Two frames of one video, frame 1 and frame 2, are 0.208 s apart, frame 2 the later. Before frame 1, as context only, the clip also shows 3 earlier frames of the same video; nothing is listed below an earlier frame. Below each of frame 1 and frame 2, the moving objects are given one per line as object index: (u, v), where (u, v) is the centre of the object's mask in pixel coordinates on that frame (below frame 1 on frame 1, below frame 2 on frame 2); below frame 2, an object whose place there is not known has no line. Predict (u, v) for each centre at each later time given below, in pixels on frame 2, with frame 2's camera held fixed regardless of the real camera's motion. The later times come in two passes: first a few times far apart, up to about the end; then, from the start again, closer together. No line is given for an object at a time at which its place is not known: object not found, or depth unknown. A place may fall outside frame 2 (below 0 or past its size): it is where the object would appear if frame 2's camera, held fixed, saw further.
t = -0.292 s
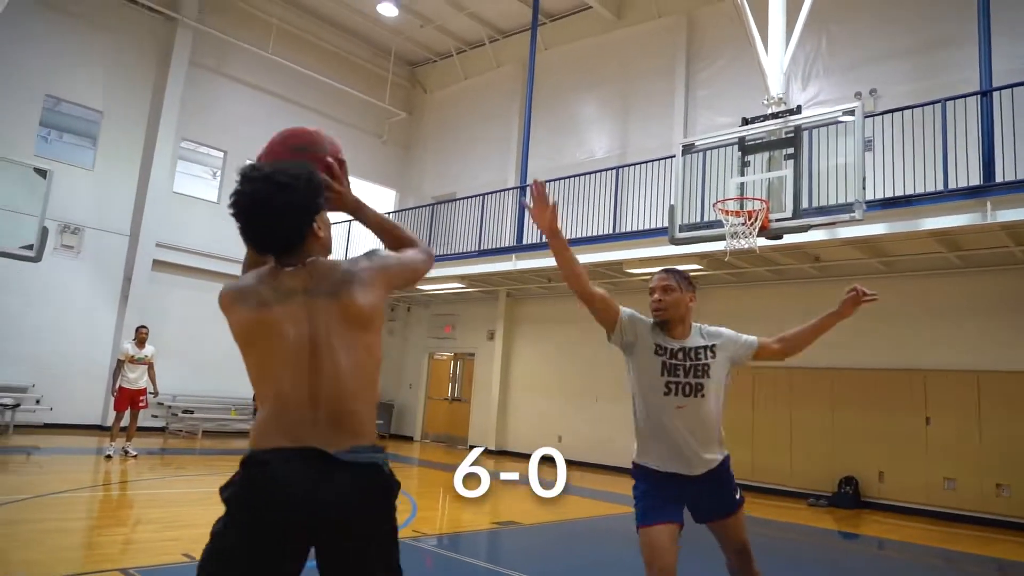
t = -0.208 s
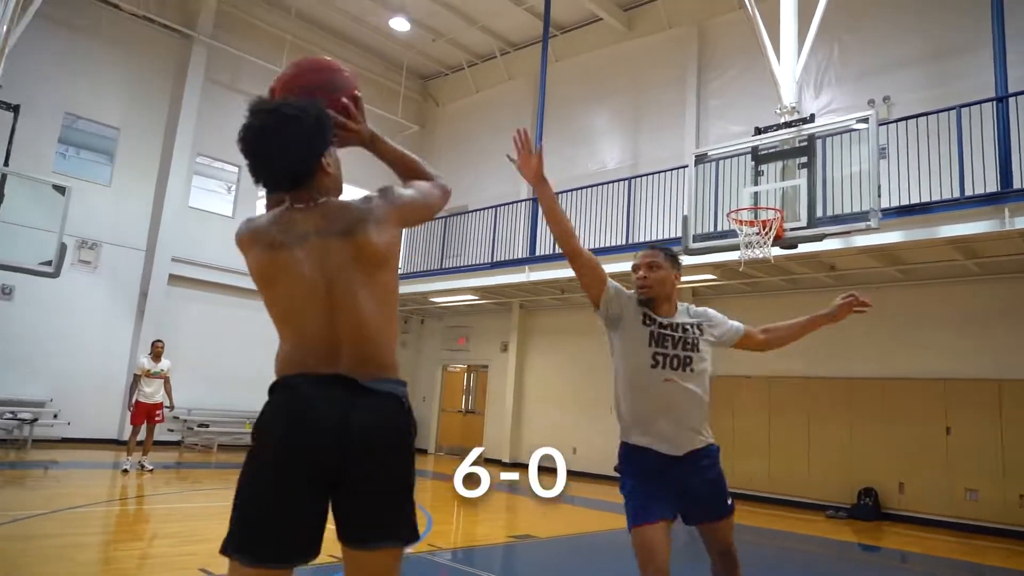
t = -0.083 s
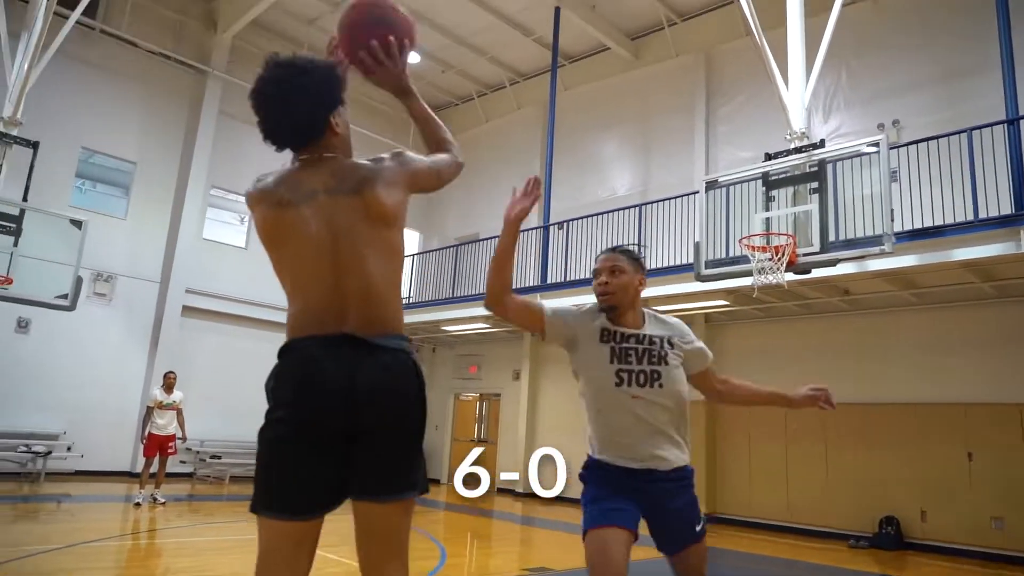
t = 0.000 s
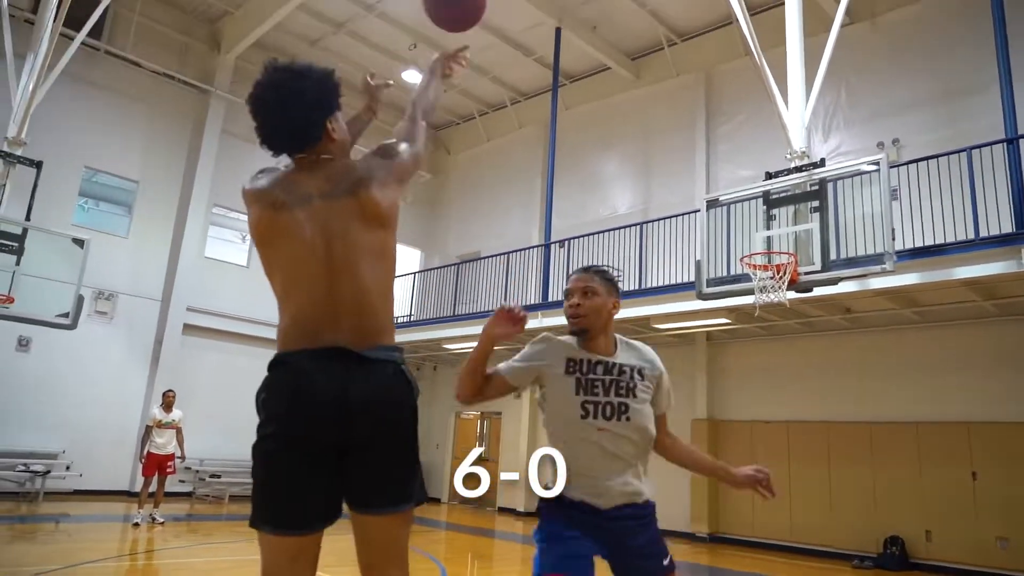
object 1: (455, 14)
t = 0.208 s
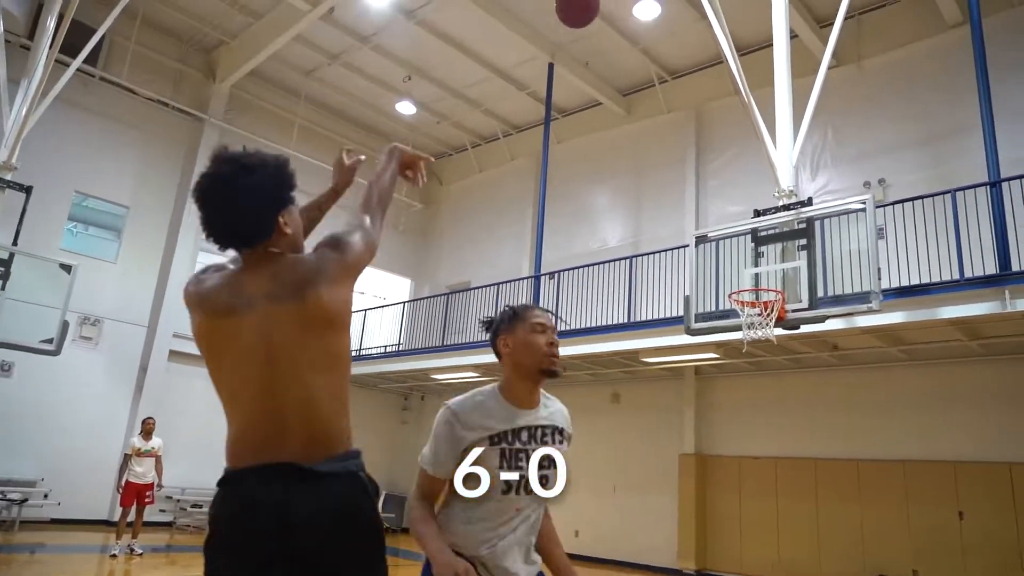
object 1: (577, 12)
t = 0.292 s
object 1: (609, 13)
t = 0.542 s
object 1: (674, 78)
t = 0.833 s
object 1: (727, 200)
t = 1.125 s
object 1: (759, 245)
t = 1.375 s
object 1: (753, 200)
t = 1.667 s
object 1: (751, 223)
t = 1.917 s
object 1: (750, 271)
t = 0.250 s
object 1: (594, 11)
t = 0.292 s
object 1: (609, 13)
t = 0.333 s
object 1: (622, 21)
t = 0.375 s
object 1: (635, 30)
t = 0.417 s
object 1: (646, 40)
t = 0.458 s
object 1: (656, 51)
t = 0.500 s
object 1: (665, 64)
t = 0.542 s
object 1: (674, 78)
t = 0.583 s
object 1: (683, 92)
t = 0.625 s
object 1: (691, 108)
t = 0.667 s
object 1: (699, 125)
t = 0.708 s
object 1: (707, 142)
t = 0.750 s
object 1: (714, 160)
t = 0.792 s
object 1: (720, 180)
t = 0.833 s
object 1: (727, 200)
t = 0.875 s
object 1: (734, 221)
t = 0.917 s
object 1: (740, 243)
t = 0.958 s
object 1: (747, 266)
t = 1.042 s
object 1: (756, 275)
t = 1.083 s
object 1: (758, 259)
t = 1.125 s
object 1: (759, 245)
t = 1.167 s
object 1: (758, 233)
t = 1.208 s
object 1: (757, 223)
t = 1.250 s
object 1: (756, 215)
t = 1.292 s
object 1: (756, 208)
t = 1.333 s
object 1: (754, 204)
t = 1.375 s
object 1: (753, 200)
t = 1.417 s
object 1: (752, 199)
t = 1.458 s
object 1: (752, 199)
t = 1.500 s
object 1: (751, 200)
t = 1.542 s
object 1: (751, 203)
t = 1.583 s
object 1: (751, 208)
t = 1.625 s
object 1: (751, 215)
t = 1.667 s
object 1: (751, 223)
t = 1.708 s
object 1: (749, 233)
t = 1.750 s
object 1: (749, 242)
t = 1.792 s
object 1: (749, 257)
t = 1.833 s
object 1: (750, 273)
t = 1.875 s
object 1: (750, 275)
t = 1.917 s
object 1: (750, 271)
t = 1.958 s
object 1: (751, 270)
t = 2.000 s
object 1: (751, 270)
